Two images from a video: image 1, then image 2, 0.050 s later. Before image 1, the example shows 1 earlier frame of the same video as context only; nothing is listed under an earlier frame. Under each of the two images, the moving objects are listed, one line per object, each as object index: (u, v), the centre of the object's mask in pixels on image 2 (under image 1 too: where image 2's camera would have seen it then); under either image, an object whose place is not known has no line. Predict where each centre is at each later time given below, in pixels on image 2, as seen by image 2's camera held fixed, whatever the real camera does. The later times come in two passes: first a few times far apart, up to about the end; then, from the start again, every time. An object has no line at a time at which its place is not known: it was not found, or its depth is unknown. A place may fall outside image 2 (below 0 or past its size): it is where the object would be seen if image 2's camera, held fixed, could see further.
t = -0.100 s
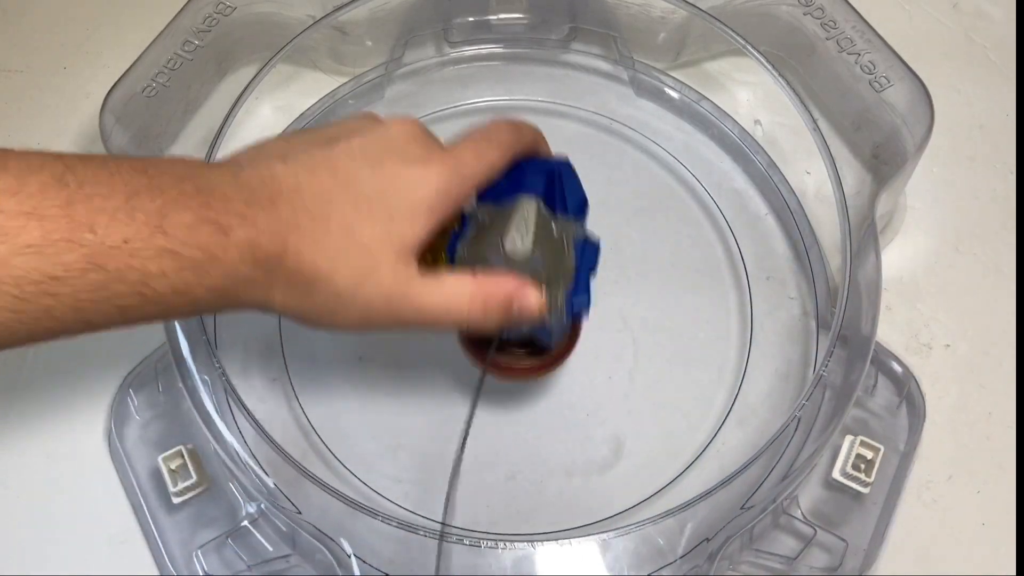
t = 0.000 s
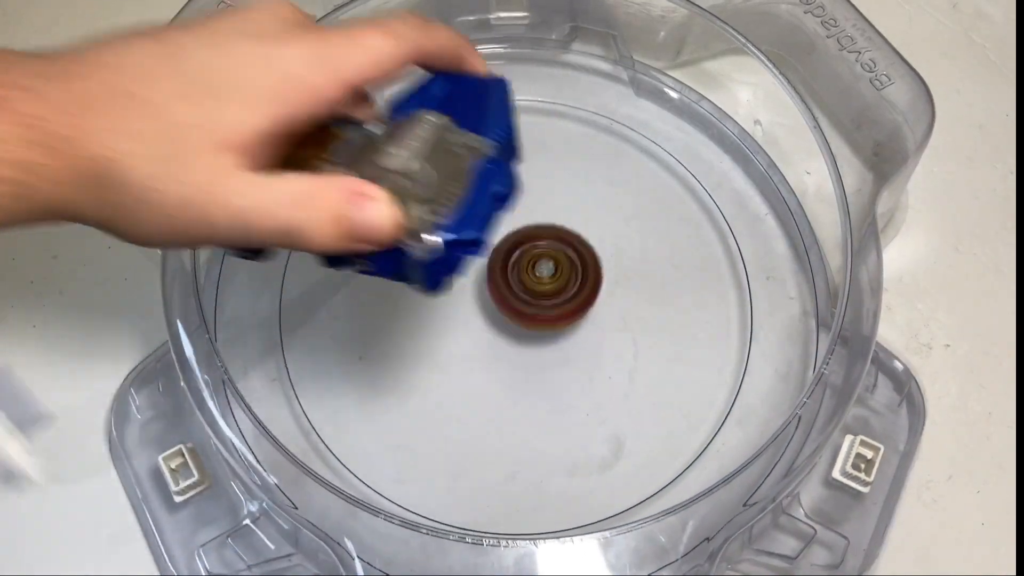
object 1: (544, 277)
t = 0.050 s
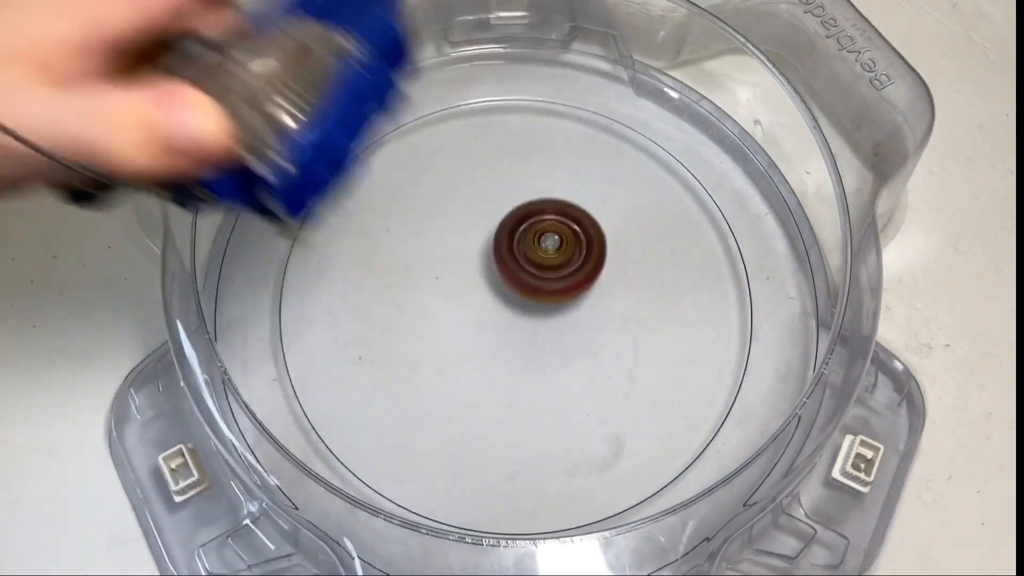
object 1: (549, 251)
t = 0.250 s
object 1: (618, 246)
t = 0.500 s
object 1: (599, 469)
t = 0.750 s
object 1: (291, 219)
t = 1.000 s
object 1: (792, 280)
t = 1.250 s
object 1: (352, 489)
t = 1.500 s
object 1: (373, 94)
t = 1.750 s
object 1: (649, 349)
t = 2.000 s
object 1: (321, 409)
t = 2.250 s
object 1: (440, 114)
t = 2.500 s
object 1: (756, 319)
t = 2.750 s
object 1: (316, 400)
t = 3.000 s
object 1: (473, 88)
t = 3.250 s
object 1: (740, 361)
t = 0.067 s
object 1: (550, 247)
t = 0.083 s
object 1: (551, 244)
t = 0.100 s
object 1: (557, 236)
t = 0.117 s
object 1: (562, 231)
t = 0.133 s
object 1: (567, 229)
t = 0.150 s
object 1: (572, 228)
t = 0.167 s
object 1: (579, 227)
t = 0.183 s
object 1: (586, 228)
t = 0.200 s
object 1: (592, 231)
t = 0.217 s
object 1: (600, 234)
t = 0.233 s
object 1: (608, 240)
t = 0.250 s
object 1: (618, 246)
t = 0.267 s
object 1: (626, 255)
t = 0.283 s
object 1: (636, 264)
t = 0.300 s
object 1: (645, 276)
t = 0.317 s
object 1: (653, 290)
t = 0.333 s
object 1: (660, 304)
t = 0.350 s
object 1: (666, 321)
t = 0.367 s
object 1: (670, 338)
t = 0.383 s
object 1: (671, 356)
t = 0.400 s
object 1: (670, 374)
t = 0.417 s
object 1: (667, 392)
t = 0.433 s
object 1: (660, 410)
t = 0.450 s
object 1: (650, 427)
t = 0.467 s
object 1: (637, 443)
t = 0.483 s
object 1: (620, 458)
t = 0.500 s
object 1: (599, 469)
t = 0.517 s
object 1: (577, 477)
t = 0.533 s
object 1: (552, 483)
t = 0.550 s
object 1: (524, 485)
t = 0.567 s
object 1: (495, 483)
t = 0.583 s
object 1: (466, 478)
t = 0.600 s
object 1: (434, 468)
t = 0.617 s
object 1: (403, 454)
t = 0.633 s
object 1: (376, 434)
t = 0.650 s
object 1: (349, 410)
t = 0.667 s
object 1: (330, 383)
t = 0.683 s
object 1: (311, 352)
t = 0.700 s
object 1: (298, 319)
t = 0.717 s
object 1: (291, 287)
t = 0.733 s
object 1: (288, 253)
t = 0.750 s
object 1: (291, 219)
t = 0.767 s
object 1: (312, 187)
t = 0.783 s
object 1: (338, 160)
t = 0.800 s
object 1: (367, 131)
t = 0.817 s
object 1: (398, 107)
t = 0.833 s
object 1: (435, 93)
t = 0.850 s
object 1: (479, 85)
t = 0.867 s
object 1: (521, 80)
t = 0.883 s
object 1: (563, 86)
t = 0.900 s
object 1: (608, 100)
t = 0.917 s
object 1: (647, 119)
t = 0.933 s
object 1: (684, 147)
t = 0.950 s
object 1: (716, 180)
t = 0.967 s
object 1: (747, 213)
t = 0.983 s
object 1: (776, 247)
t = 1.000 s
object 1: (792, 280)
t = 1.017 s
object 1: (788, 318)
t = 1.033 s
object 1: (773, 354)
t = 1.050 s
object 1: (757, 386)
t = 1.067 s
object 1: (734, 420)
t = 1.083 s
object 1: (711, 448)
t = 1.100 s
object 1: (680, 475)
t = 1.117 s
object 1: (647, 495)
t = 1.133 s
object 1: (603, 493)
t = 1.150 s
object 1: (566, 503)
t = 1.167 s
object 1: (523, 520)
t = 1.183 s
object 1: (485, 528)
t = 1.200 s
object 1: (447, 529)
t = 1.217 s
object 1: (408, 525)
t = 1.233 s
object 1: (377, 515)
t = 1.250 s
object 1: (352, 489)
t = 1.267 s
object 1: (330, 459)
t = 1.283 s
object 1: (308, 427)
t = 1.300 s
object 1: (288, 397)
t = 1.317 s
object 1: (270, 365)
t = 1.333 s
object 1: (261, 330)
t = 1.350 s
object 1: (249, 295)
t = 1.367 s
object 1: (248, 262)
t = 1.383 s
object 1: (254, 226)
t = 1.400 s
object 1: (264, 192)
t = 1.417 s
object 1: (276, 160)
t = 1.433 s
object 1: (290, 131)
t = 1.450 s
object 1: (307, 103)
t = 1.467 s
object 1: (326, 81)
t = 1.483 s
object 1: (349, 78)
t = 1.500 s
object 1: (373, 94)
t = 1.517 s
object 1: (398, 114)
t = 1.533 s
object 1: (423, 134)
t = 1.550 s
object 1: (448, 149)
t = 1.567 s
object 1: (474, 165)
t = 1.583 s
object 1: (497, 178)
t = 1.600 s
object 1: (521, 192)
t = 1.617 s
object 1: (544, 204)
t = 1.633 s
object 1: (564, 217)
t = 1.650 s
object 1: (584, 231)
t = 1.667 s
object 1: (600, 246)
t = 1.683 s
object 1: (615, 263)
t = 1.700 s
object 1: (629, 281)
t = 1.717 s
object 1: (639, 302)
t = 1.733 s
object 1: (646, 325)
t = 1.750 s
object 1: (649, 349)
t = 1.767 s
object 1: (649, 374)
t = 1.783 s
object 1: (644, 400)
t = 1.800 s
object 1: (635, 424)
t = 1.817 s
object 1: (621, 449)
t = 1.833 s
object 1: (603, 470)
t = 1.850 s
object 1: (579, 484)
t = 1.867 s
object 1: (555, 494)
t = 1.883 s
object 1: (527, 499)
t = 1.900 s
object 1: (492, 504)
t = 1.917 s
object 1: (458, 494)
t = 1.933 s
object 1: (426, 480)
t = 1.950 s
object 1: (394, 466)
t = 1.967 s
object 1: (367, 451)
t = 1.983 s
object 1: (343, 429)
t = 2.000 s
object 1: (321, 409)
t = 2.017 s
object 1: (306, 382)
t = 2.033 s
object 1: (297, 354)
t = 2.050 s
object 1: (290, 327)
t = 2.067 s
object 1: (286, 301)
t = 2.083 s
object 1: (286, 275)
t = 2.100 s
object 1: (288, 250)
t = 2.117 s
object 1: (296, 227)
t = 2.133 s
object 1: (306, 204)
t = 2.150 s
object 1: (319, 184)
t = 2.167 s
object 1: (334, 167)
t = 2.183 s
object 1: (353, 151)
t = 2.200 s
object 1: (371, 138)
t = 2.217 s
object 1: (391, 128)
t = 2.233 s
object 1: (414, 120)
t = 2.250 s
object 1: (440, 114)
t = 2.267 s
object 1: (466, 110)
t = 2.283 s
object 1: (493, 109)
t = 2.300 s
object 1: (523, 110)
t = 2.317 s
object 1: (551, 115)
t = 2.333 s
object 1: (579, 122)
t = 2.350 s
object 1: (608, 132)
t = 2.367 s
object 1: (634, 143)
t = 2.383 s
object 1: (659, 159)
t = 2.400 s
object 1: (682, 177)
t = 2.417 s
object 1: (702, 196)
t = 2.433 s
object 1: (720, 217)
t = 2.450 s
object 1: (734, 240)
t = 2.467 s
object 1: (746, 264)
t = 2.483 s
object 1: (755, 290)
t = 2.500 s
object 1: (756, 319)
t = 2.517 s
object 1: (745, 349)
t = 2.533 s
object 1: (734, 379)
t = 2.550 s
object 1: (717, 411)
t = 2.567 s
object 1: (698, 436)
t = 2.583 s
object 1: (666, 460)
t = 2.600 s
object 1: (632, 473)
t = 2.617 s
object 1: (593, 487)
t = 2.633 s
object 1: (556, 494)
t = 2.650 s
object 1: (514, 506)
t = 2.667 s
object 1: (474, 503)
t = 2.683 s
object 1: (433, 493)
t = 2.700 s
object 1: (398, 478)
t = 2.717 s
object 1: (366, 456)
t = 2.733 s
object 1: (341, 427)
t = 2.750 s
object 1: (316, 400)
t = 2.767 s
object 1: (298, 371)
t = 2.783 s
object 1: (289, 341)
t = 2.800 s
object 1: (284, 308)
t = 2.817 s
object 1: (283, 279)
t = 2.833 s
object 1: (286, 251)
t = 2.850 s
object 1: (295, 224)
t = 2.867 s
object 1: (307, 199)
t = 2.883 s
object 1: (321, 177)
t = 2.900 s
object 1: (337, 157)
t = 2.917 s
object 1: (356, 139)
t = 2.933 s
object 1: (376, 124)
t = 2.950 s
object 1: (398, 111)
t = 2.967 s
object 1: (421, 101)
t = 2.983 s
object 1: (446, 93)
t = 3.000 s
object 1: (473, 88)
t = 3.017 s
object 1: (500, 85)
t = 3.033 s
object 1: (529, 83)
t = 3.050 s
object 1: (556, 85)
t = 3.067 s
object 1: (586, 89)
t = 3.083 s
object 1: (614, 100)
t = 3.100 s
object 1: (642, 116)
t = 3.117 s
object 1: (667, 131)
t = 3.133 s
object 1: (690, 150)
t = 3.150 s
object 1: (710, 176)
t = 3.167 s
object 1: (728, 202)
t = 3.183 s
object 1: (742, 231)
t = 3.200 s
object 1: (748, 262)
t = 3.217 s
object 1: (753, 295)
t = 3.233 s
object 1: (751, 327)
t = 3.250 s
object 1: (740, 361)
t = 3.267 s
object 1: (728, 393)
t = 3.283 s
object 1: (707, 420)
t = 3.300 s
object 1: (680, 443)
